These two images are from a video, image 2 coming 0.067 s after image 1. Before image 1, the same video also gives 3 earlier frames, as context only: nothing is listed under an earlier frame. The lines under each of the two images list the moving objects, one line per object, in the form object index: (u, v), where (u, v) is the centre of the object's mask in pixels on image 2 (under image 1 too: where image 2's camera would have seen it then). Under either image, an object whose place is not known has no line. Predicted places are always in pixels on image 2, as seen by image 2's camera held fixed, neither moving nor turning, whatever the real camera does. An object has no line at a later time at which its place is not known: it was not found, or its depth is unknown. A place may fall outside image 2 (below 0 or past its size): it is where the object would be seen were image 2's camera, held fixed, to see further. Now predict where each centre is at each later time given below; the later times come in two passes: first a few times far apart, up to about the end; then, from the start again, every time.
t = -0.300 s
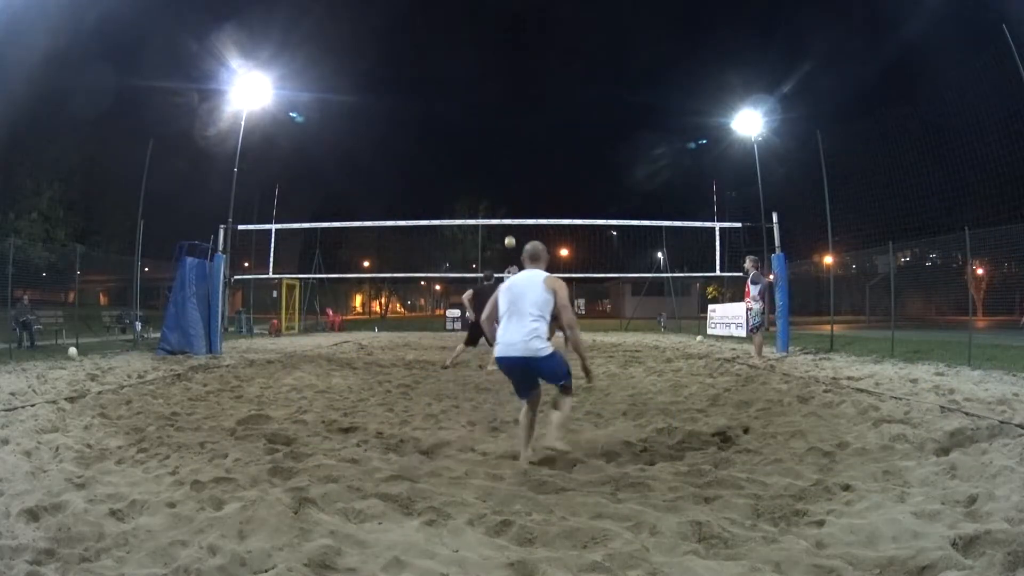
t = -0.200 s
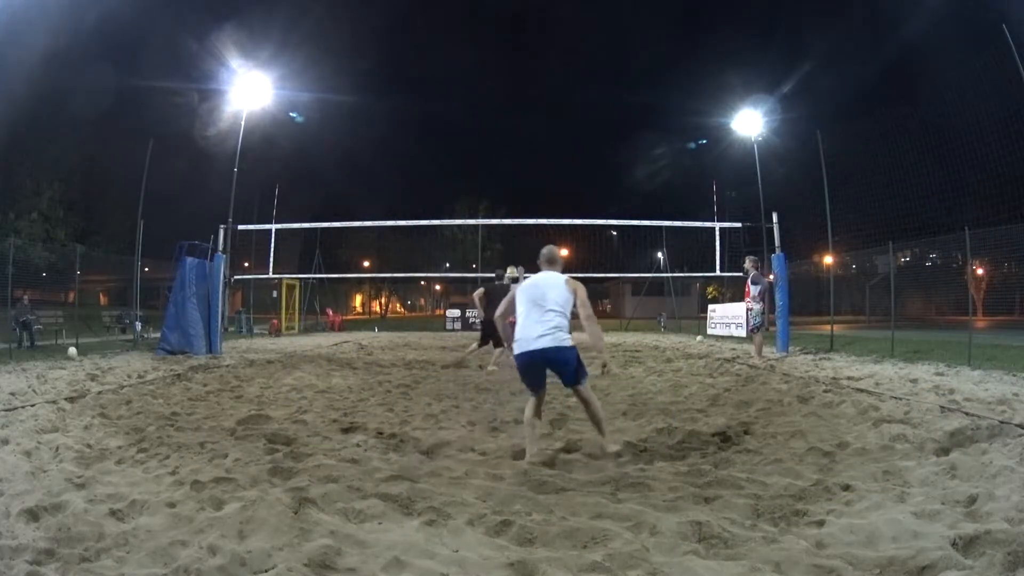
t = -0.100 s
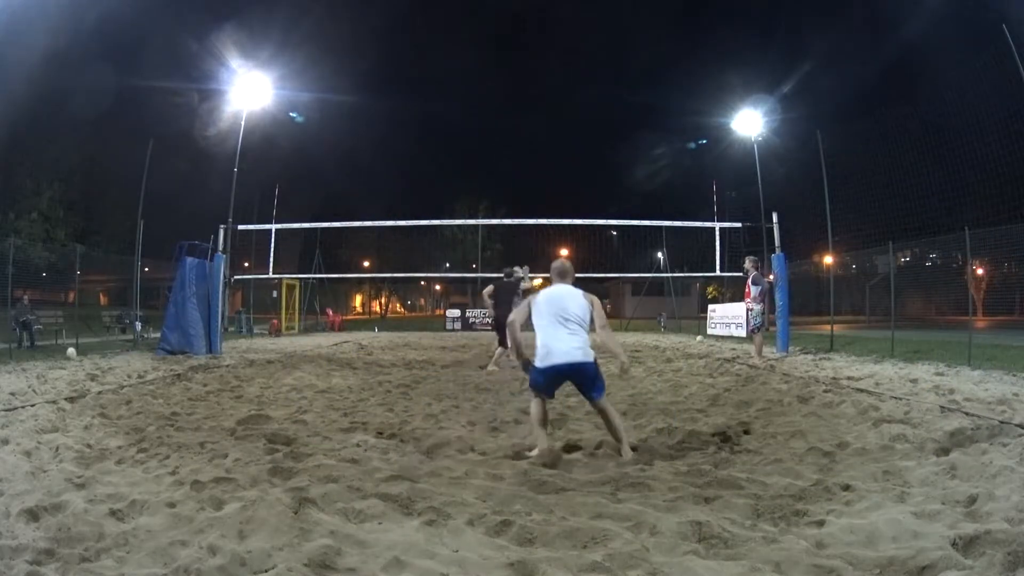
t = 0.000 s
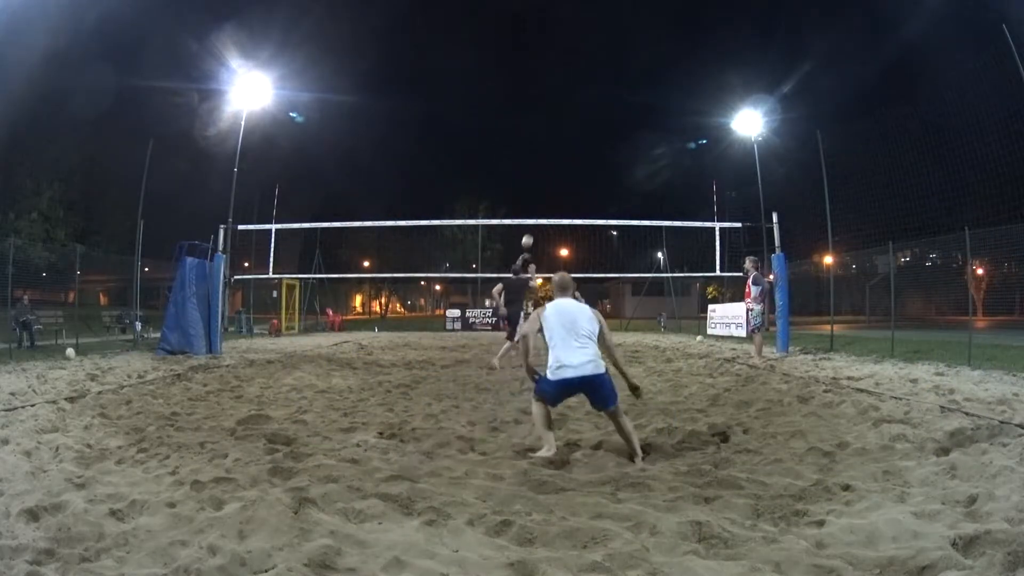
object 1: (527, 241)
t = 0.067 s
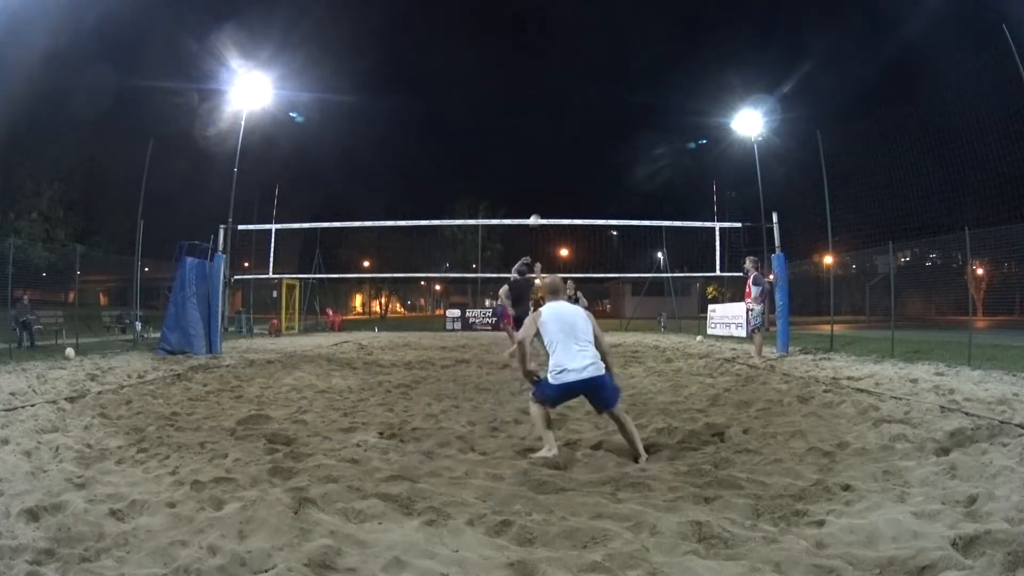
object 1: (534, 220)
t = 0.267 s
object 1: (557, 174)
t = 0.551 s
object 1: (587, 142)
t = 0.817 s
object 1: (614, 144)
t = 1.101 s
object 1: (644, 180)
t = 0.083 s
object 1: (537, 214)
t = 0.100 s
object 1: (538, 211)
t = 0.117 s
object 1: (540, 207)
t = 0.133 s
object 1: (542, 202)
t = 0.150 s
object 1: (544, 198)
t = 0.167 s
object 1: (546, 195)
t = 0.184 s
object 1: (548, 190)
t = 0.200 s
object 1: (549, 187)
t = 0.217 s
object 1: (551, 184)
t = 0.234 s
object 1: (553, 180)
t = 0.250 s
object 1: (555, 177)
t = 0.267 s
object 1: (557, 174)
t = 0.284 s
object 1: (559, 171)
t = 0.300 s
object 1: (560, 168)
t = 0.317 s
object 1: (562, 166)
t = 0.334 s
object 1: (564, 163)
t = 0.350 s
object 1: (566, 161)
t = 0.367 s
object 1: (567, 159)
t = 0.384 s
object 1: (569, 156)
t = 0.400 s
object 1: (571, 155)
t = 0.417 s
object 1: (573, 153)
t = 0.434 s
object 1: (575, 151)
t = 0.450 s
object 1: (576, 149)
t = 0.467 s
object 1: (578, 148)
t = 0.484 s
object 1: (580, 146)
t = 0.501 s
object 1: (582, 145)
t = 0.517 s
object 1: (583, 144)
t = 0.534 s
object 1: (585, 143)
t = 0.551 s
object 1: (587, 142)
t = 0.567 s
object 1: (588, 142)
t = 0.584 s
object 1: (590, 141)
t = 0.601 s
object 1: (592, 141)
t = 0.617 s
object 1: (594, 140)
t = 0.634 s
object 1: (595, 140)
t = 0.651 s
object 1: (597, 140)
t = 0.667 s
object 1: (599, 140)
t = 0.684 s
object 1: (601, 140)
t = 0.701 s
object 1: (602, 140)
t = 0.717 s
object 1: (604, 140)
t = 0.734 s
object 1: (606, 141)
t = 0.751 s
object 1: (608, 141)
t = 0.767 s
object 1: (609, 142)
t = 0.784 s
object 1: (611, 143)
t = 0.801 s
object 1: (613, 144)
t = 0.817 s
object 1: (614, 144)
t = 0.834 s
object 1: (616, 146)
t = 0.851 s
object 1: (618, 147)
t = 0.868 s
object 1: (620, 148)
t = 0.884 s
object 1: (622, 150)
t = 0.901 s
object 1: (623, 152)
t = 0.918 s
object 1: (625, 153)
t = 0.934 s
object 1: (627, 155)
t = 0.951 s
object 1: (629, 157)
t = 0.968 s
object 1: (630, 159)
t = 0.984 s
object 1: (632, 161)
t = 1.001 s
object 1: (634, 164)
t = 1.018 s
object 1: (636, 166)
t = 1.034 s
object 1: (637, 168)
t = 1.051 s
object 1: (639, 171)
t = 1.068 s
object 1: (641, 174)
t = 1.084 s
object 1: (643, 177)
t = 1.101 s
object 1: (644, 180)
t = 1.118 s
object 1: (646, 183)
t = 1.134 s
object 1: (648, 186)
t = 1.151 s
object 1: (650, 190)
